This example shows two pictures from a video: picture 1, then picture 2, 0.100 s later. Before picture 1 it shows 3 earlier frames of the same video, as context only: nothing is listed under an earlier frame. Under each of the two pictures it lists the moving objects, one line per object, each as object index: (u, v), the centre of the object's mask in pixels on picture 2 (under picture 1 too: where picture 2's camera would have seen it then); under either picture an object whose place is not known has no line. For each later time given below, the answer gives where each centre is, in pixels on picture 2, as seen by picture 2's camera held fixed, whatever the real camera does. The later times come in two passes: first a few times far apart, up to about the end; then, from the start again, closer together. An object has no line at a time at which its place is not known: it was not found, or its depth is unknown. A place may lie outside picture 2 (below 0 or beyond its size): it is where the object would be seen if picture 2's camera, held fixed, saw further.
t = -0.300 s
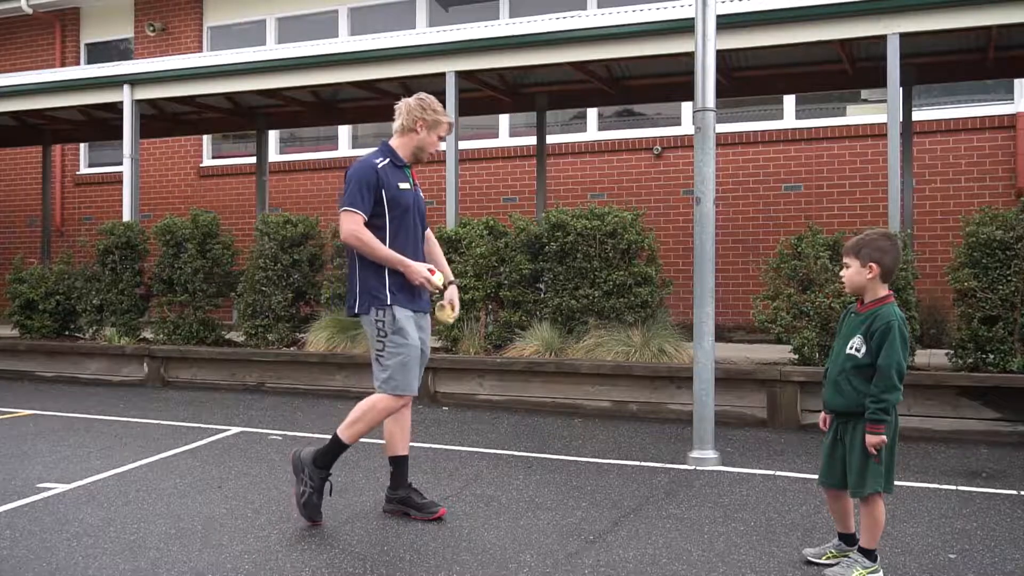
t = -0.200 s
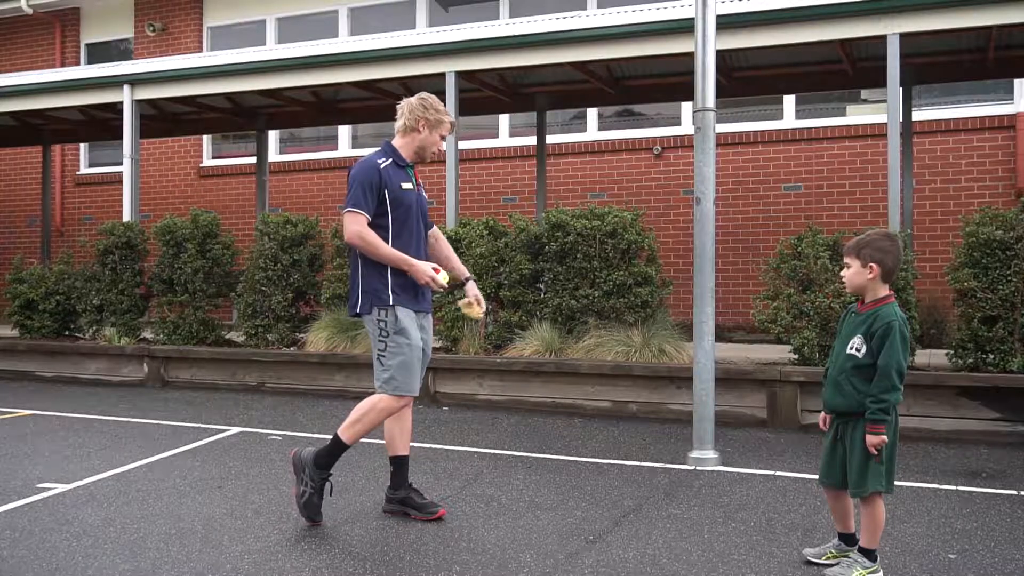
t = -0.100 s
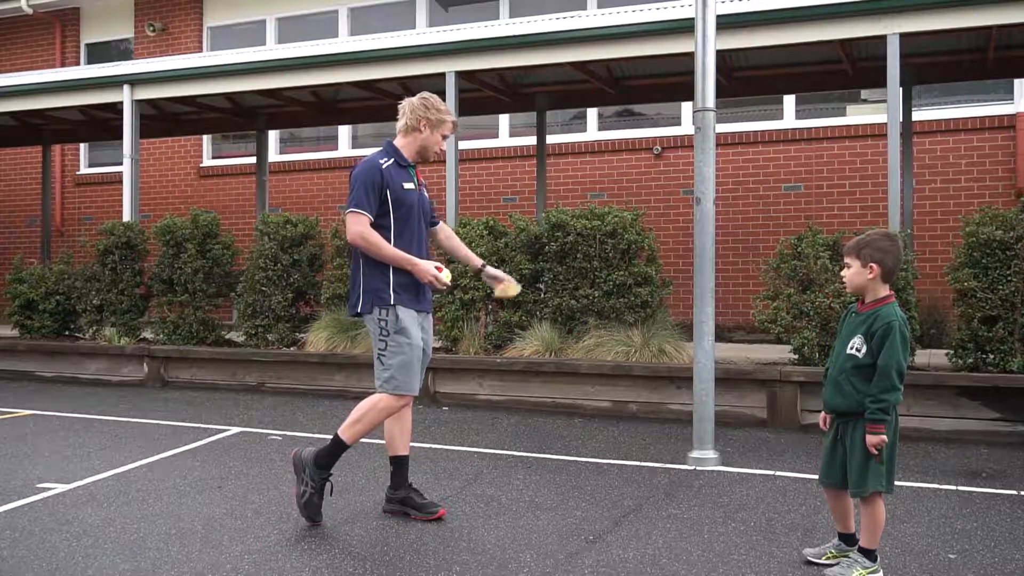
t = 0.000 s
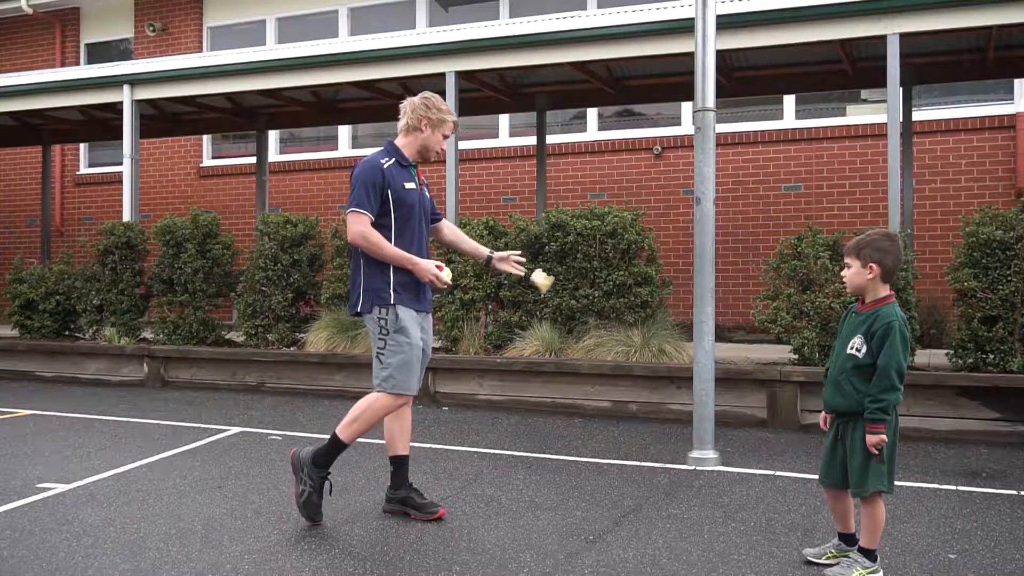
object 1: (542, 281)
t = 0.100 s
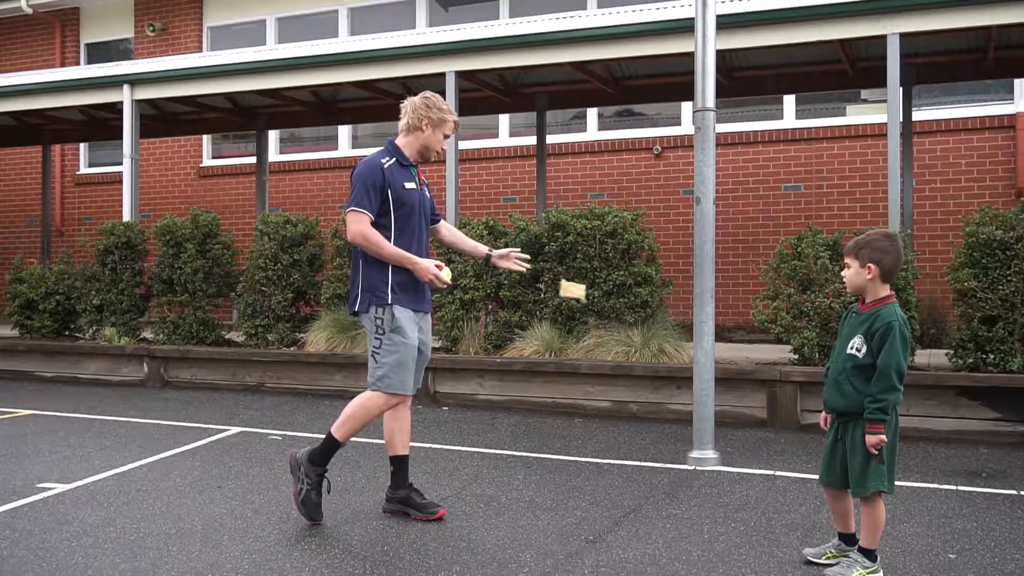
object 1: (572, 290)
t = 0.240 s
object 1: (615, 337)
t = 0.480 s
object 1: (672, 464)
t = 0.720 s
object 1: (672, 463)
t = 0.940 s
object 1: (672, 464)
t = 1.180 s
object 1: (672, 464)
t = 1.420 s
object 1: (672, 464)
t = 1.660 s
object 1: (672, 464)
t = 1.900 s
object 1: (672, 464)
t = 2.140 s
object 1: (672, 464)
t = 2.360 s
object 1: (672, 464)
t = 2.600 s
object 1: (672, 464)
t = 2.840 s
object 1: (672, 464)
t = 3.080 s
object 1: (673, 464)
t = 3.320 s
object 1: (673, 464)
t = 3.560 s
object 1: (673, 464)
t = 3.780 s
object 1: (673, 464)
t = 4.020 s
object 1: (673, 464)
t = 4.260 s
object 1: (673, 464)
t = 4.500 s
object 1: (673, 464)
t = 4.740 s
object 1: (673, 464)
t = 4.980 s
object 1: (673, 464)
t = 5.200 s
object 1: (673, 464)
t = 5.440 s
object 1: (673, 463)
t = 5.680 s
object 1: (673, 464)
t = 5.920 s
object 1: (672, 464)
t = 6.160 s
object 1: (672, 464)
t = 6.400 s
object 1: (673, 464)
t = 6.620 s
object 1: (672, 464)
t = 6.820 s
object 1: (672, 464)
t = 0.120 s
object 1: (577, 295)
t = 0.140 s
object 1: (584, 301)
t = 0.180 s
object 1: (597, 313)
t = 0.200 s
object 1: (603, 321)
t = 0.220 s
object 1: (609, 328)
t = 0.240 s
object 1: (615, 337)
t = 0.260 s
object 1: (620, 347)
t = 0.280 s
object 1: (626, 357)
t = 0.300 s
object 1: (632, 368)
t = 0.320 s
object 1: (637, 379)
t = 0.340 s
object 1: (643, 392)
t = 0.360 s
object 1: (649, 405)
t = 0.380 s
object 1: (654, 418)
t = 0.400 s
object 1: (660, 432)
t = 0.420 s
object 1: (665, 446)
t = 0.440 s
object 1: (670, 460)
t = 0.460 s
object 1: (672, 465)
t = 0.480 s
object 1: (672, 464)
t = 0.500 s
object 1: (672, 463)
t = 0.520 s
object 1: (673, 462)
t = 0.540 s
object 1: (672, 462)
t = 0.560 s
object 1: (672, 462)
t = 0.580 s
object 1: (672, 462)
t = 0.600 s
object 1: (672, 462)
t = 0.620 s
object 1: (672, 462)
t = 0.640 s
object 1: (672, 462)
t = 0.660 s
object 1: (672, 463)
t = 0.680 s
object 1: (672, 463)
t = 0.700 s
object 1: (672, 463)
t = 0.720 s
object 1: (672, 463)
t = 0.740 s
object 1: (672, 464)
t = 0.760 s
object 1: (672, 464)
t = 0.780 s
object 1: (672, 464)
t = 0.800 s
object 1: (672, 464)
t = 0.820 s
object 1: (672, 464)
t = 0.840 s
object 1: (672, 464)
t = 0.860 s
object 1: (672, 464)
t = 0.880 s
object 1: (673, 464)
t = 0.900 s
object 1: (672, 464)
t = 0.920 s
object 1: (672, 464)
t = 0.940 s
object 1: (672, 464)
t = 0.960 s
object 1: (673, 464)
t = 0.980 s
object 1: (673, 464)
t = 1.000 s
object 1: (672, 464)
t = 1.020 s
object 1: (672, 464)
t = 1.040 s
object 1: (672, 464)
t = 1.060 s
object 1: (672, 464)
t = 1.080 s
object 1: (672, 464)
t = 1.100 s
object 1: (672, 464)
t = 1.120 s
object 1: (672, 464)
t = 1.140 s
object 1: (672, 464)
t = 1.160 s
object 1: (672, 464)
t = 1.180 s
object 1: (672, 464)
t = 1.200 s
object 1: (672, 464)
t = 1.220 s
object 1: (672, 464)
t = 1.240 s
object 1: (672, 464)
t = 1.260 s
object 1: (672, 464)
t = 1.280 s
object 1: (672, 464)
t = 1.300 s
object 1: (672, 464)
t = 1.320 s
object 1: (672, 464)
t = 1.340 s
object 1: (672, 464)
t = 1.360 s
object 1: (672, 464)
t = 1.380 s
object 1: (673, 464)
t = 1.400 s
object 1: (672, 464)
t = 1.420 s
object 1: (672, 464)
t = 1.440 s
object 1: (672, 464)
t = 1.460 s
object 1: (672, 464)
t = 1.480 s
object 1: (673, 464)
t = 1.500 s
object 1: (672, 464)
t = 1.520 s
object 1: (672, 464)
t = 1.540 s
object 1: (672, 464)
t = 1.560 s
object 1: (672, 464)
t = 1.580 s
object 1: (672, 464)
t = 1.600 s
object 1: (672, 464)
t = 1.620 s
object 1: (672, 464)
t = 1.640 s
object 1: (672, 464)
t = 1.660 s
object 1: (672, 464)
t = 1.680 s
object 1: (672, 464)
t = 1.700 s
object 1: (673, 464)
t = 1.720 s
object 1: (672, 464)
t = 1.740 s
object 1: (672, 464)
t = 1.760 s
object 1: (672, 464)
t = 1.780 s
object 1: (672, 464)
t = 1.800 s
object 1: (672, 464)
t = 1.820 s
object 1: (672, 464)
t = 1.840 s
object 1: (673, 464)
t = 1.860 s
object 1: (672, 464)
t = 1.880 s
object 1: (672, 464)
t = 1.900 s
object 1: (672, 464)
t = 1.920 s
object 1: (673, 464)
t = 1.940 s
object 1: (673, 464)
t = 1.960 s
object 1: (673, 464)
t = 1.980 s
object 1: (672, 464)
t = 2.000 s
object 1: (672, 464)
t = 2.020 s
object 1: (672, 464)
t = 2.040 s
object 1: (672, 464)
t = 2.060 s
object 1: (672, 464)
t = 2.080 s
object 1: (672, 464)
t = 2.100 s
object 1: (672, 464)
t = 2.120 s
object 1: (672, 464)
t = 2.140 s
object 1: (672, 464)
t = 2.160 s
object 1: (672, 464)
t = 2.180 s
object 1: (672, 464)
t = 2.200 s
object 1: (672, 464)
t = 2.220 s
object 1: (672, 464)
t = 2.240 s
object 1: (672, 464)
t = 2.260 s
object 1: (672, 464)
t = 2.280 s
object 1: (672, 464)
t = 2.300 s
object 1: (672, 464)
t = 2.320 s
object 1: (672, 464)
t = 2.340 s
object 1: (672, 464)
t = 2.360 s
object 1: (672, 464)
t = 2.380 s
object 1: (672, 464)
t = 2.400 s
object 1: (672, 464)
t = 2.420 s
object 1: (672, 464)
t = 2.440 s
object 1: (672, 464)
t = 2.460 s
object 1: (672, 464)
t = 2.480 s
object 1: (672, 464)
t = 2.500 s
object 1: (672, 464)
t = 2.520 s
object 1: (672, 464)
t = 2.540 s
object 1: (672, 464)
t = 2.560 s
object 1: (672, 464)
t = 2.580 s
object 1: (672, 464)
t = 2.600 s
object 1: (672, 464)
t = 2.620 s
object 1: (673, 464)
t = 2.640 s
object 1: (673, 464)
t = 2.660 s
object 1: (673, 464)
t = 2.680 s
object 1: (673, 464)
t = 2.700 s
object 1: (673, 464)
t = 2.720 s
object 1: (673, 464)
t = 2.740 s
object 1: (672, 464)
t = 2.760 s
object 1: (673, 464)
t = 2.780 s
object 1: (672, 464)
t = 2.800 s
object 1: (673, 464)
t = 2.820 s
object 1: (673, 464)
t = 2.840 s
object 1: (672, 464)
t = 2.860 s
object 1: (672, 464)
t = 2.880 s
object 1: (672, 464)
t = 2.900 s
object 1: (672, 464)
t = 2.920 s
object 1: (673, 464)
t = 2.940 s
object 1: (672, 464)
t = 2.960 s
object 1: (673, 464)
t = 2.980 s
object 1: (672, 464)
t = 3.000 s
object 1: (672, 464)
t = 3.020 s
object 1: (673, 464)
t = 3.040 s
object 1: (673, 464)
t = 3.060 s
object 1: (673, 464)
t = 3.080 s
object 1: (673, 464)
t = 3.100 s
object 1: (672, 464)
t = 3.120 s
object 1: (673, 464)
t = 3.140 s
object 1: (673, 464)
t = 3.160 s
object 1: (673, 464)
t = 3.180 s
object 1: (673, 464)
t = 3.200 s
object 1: (673, 464)
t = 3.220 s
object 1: (672, 464)
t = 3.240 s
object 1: (673, 464)
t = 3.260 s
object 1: (673, 464)
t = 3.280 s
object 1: (673, 464)
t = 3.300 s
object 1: (673, 464)
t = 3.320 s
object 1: (673, 464)
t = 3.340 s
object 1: (672, 464)
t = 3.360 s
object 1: (673, 464)
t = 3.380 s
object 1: (673, 464)
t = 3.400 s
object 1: (673, 464)
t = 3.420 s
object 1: (673, 464)
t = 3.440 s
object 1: (673, 464)
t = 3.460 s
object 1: (673, 464)
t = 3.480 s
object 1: (673, 464)
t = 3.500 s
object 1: (673, 464)
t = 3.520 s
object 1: (673, 464)
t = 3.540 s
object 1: (673, 464)
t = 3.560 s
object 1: (673, 464)
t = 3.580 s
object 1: (673, 464)
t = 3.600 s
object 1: (673, 464)
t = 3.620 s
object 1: (673, 464)
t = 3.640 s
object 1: (673, 464)
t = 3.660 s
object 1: (673, 464)
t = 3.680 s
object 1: (673, 464)
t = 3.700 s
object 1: (673, 464)
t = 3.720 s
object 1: (673, 464)
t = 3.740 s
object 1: (673, 464)
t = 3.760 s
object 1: (673, 464)
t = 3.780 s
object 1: (673, 464)
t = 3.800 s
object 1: (673, 464)
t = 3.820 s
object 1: (673, 464)
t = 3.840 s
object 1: (673, 464)
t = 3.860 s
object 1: (673, 464)
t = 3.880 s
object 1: (673, 464)
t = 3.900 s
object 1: (673, 464)
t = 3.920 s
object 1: (673, 464)
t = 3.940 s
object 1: (673, 464)
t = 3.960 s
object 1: (673, 464)
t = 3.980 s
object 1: (673, 464)
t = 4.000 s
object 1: (673, 464)
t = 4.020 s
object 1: (673, 464)
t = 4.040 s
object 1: (673, 464)
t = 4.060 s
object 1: (673, 464)
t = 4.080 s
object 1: (673, 464)
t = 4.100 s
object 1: (673, 464)
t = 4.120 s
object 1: (673, 464)
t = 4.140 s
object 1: (673, 464)
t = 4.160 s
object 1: (673, 464)
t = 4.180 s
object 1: (673, 464)
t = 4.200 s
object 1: (673, 464)
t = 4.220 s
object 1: (673, 464)
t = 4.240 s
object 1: (672, 464)
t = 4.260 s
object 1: (673, 464)
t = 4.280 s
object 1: (673, 464)
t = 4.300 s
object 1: (673, 464)
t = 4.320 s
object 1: (673, 464)
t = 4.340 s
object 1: (673, 464)
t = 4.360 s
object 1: (673, 464)
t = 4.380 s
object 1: (673, 464)
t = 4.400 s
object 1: (673, 464)
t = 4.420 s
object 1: (672, 464)
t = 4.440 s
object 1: (673, 464)
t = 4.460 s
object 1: (672, 464)
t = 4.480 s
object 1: (673, 464)
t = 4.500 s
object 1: (673, 464)
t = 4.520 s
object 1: (673, 464)
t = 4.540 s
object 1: (673, 464)
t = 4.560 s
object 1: (673, 464)
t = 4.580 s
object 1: (672, 464)
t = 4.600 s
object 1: (673, 464)
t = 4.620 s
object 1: (673, 464)
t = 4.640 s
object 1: (673, 464)
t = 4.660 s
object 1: (672, 464)
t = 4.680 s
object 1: (672, 464)
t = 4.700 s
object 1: (672, 464)
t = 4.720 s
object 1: (673, 464)
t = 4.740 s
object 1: (673, 464)
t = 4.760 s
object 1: (673, 464)
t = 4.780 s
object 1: (673, 464)
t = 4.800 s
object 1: (673, 464)
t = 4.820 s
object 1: (673, 464)
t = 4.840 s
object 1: (673, 464)
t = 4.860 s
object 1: (672, 464)
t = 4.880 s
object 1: (673, 464)
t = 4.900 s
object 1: (673, 464)
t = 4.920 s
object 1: (673, 464)
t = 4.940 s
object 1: (673, 464)
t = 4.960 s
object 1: (673, 464)
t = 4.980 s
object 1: (673, 464)
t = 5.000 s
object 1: (673, 464)
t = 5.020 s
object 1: (673, 464)
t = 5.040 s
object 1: (673, 464)
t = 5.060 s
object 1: (673, 464)
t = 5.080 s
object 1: (673, 464)
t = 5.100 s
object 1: (673, 464)
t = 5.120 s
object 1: (673, 464)
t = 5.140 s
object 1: (673, 464)
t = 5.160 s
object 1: (673, 464)
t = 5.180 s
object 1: (673, 464)
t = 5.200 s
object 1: (673, 464)
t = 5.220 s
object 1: (673, 464)
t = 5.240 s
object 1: (673, 464)
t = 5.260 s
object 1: (673, 464)
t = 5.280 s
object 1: (673, 464)
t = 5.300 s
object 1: (673, 463)
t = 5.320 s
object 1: (673, 463)
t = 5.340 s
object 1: (673, 463)
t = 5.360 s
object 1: (673, 463)
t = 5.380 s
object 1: (673, 463)
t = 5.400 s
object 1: (673, 463)
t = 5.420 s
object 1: (673, 463)
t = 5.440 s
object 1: (673, 463)
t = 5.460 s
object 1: (673, 463)
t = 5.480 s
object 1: (673, 463)
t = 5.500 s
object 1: (672, 464)
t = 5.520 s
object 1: (673, 464)
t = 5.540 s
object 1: (673, 464)
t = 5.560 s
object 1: (673, 464)
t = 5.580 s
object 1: (673, 464)
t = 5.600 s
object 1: (673, 464)
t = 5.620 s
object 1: (673, 464)
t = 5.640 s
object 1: (673, 464)
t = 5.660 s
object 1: (673, 464)
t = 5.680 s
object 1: (673, 464)
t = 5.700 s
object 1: (673, 464)
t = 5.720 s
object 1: (673, 464)
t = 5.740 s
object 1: (673, 464)
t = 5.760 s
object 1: (673, 464)
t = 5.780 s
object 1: (673, 464)
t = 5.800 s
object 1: (673, 464)
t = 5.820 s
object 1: (673, 464)
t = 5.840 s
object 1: (673, 464)
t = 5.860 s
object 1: (673, 464)
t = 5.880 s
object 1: (672, 464)
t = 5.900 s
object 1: (673, 464)
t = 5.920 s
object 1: (672, 464)
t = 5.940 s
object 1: (673, 464)
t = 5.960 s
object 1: (672, 464)
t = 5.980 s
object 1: (672, 464)
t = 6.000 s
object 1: (672, 464)
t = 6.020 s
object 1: (672, 464)
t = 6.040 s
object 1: (672, 464)
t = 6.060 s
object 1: (672, 464)
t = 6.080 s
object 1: (672, 464)
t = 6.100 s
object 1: (672, 464)
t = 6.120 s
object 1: (672, 464)
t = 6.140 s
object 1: (673, 464)
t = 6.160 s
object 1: (672, 464)
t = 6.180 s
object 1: (673, 464)
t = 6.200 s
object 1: (672, 464)
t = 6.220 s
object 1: (673, 464)
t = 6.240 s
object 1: (672, 464)
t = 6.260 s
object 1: (672, 464)
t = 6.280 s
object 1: (672, 464)
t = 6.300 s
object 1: (672, 464)
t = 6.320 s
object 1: (673, 464)
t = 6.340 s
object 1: (673, 464)
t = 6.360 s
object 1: (672, 464)
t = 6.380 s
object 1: (672, 464)
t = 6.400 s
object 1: (673, 464)
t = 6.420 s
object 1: (673, 464)
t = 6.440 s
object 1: (672, 464)
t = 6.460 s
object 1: (673, 464)
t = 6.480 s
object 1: (673, 464)
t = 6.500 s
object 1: (673, 464)
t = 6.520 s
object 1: (673, 464)
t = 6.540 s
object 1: (673, 464)
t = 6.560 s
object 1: (673, 464)
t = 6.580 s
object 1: (673, 464)
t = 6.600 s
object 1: (672, 464)
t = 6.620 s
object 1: (672, 464)
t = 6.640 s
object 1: (673, 464)
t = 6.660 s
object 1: (673, 464)
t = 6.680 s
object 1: (673, 464)
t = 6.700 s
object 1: (673, 464)
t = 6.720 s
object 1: (673, 464)
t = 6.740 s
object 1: (673, 464)
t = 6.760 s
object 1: (673, 464)
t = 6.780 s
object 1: (673, 464)
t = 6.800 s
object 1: (673, 464)
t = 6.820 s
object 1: (672, 464)
